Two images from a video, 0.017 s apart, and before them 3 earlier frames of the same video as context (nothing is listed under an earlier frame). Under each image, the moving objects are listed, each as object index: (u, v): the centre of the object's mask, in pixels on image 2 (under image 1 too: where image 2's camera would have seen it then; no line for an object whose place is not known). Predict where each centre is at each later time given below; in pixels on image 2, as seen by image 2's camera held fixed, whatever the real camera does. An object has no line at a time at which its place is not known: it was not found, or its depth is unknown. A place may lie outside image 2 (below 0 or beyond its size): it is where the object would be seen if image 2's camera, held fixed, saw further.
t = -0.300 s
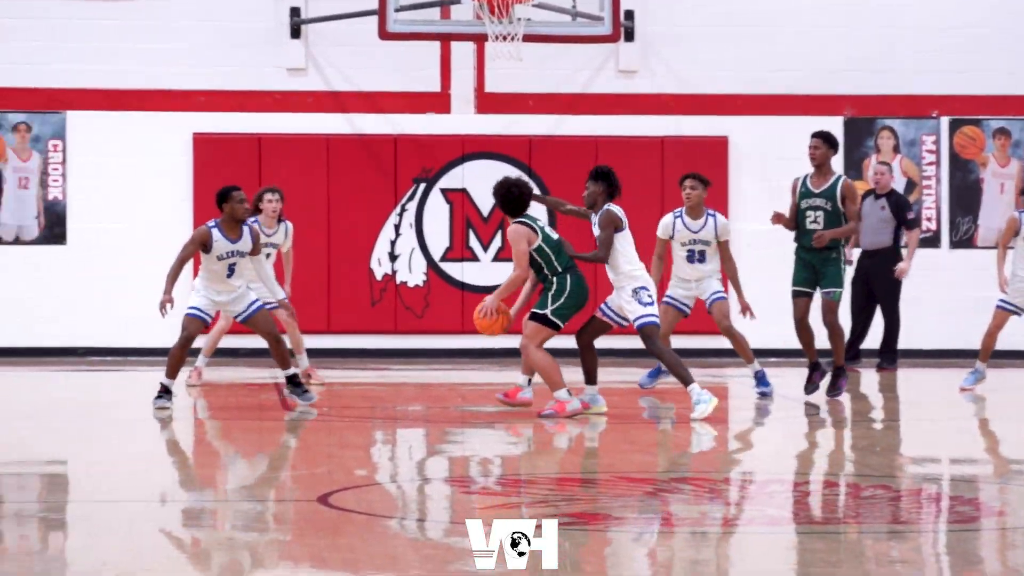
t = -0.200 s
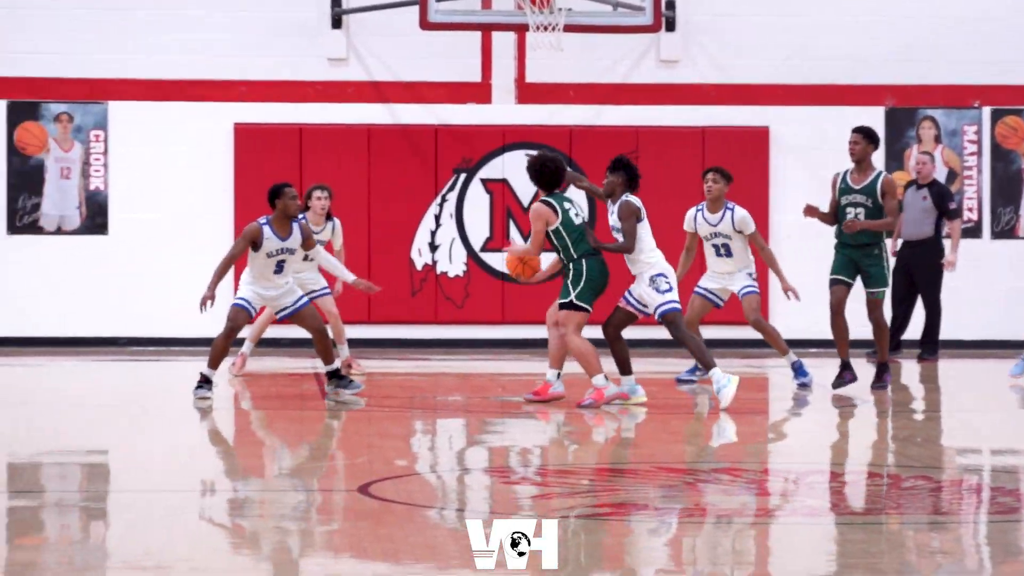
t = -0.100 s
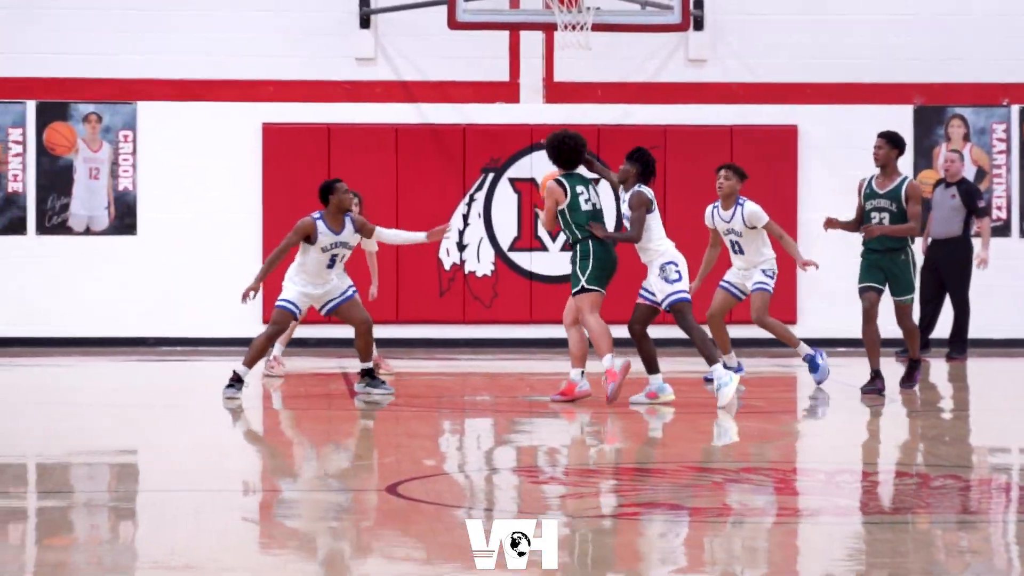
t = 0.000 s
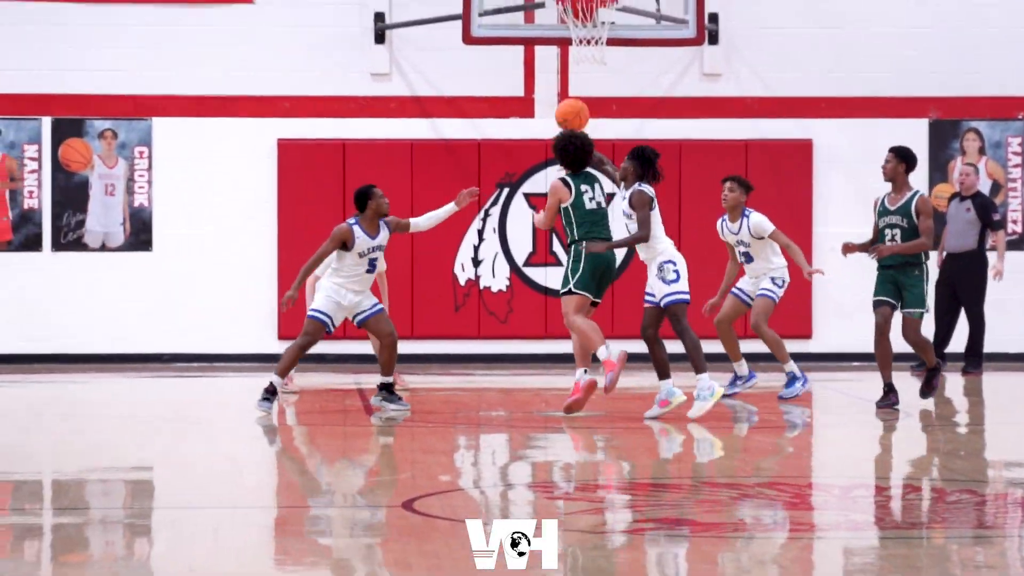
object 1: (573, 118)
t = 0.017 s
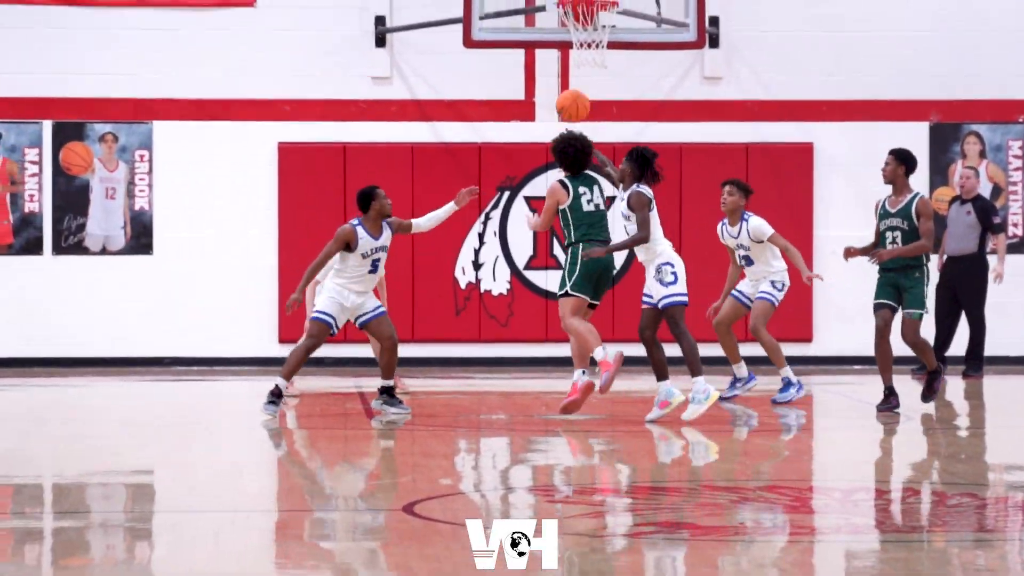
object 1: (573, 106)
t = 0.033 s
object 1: (572, 94)
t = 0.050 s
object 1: (572, 81)
